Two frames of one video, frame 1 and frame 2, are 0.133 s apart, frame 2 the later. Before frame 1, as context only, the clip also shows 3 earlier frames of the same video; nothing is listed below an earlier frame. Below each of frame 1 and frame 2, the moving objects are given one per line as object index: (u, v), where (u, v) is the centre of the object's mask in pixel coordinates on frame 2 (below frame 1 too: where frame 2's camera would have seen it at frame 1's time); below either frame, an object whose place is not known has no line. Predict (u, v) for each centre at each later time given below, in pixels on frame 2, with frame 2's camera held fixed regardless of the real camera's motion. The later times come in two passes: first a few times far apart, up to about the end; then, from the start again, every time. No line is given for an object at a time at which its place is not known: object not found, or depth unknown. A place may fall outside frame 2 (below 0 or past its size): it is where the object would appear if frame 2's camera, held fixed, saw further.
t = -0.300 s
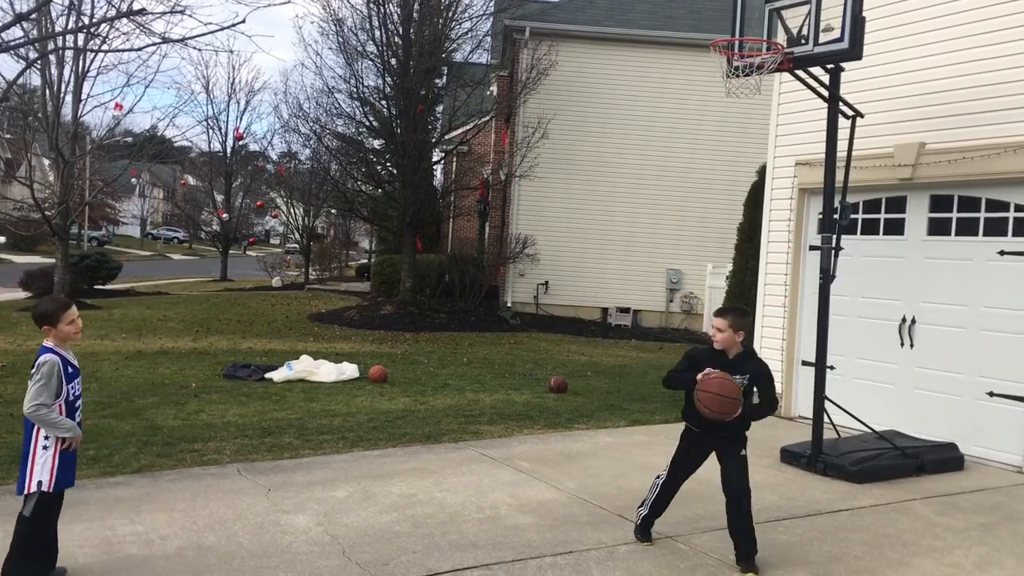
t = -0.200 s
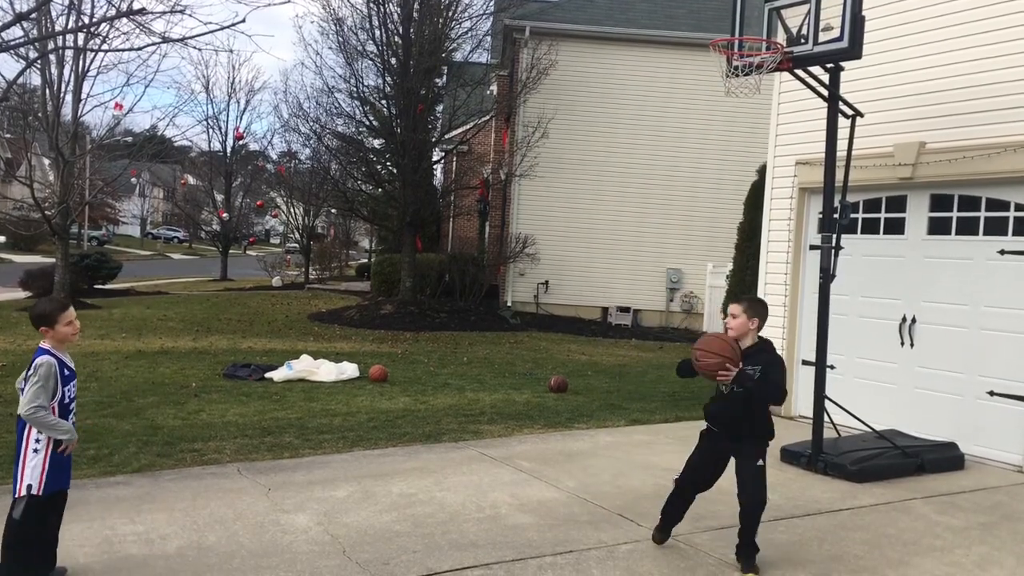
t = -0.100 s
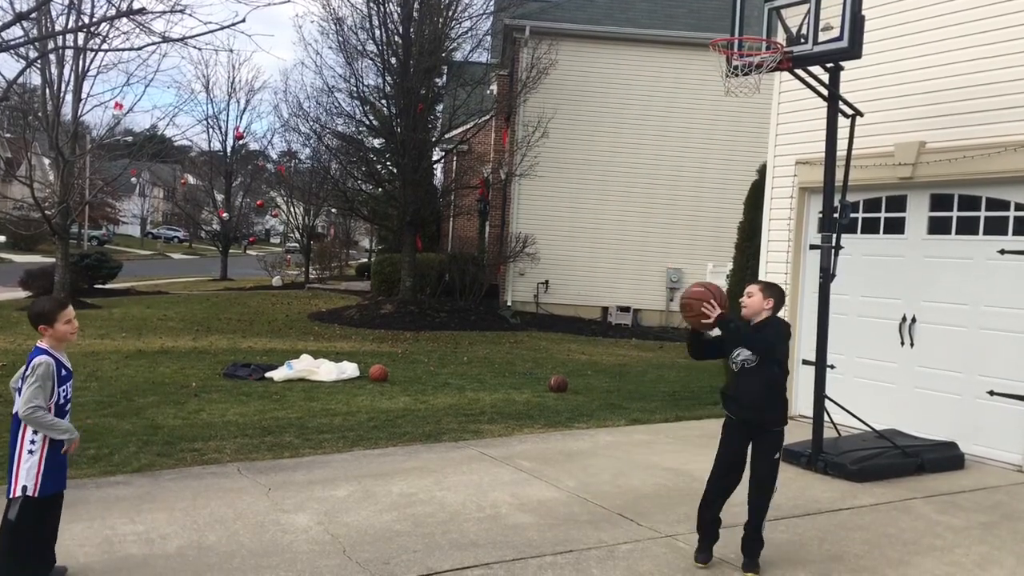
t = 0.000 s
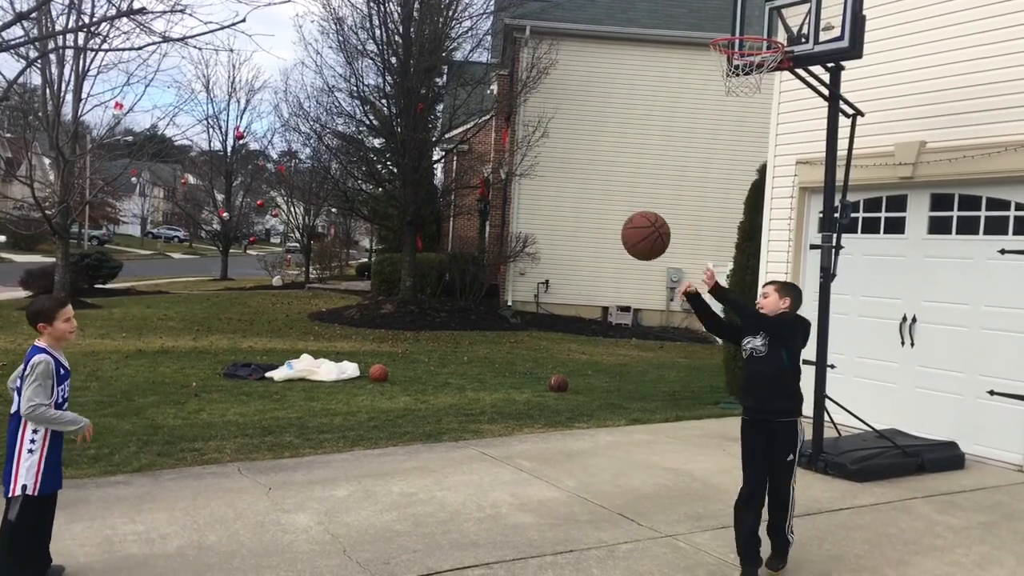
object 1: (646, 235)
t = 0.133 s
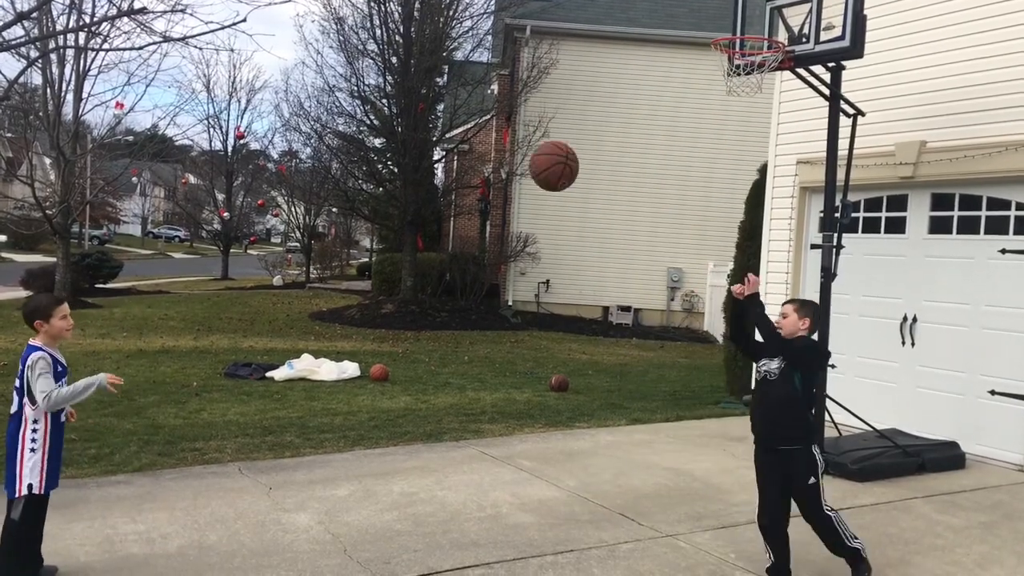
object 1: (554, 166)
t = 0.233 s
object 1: (481, 138)
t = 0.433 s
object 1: (328, 145)
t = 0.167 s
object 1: (530, 154)
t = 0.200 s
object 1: (507, 145)
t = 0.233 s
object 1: (481, 138)
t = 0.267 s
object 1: (456, 133)
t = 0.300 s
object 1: (431, 130)
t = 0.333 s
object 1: (407, 131)
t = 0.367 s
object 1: (380, 133)
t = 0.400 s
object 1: (355, 137)
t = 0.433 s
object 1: (328, 145)
